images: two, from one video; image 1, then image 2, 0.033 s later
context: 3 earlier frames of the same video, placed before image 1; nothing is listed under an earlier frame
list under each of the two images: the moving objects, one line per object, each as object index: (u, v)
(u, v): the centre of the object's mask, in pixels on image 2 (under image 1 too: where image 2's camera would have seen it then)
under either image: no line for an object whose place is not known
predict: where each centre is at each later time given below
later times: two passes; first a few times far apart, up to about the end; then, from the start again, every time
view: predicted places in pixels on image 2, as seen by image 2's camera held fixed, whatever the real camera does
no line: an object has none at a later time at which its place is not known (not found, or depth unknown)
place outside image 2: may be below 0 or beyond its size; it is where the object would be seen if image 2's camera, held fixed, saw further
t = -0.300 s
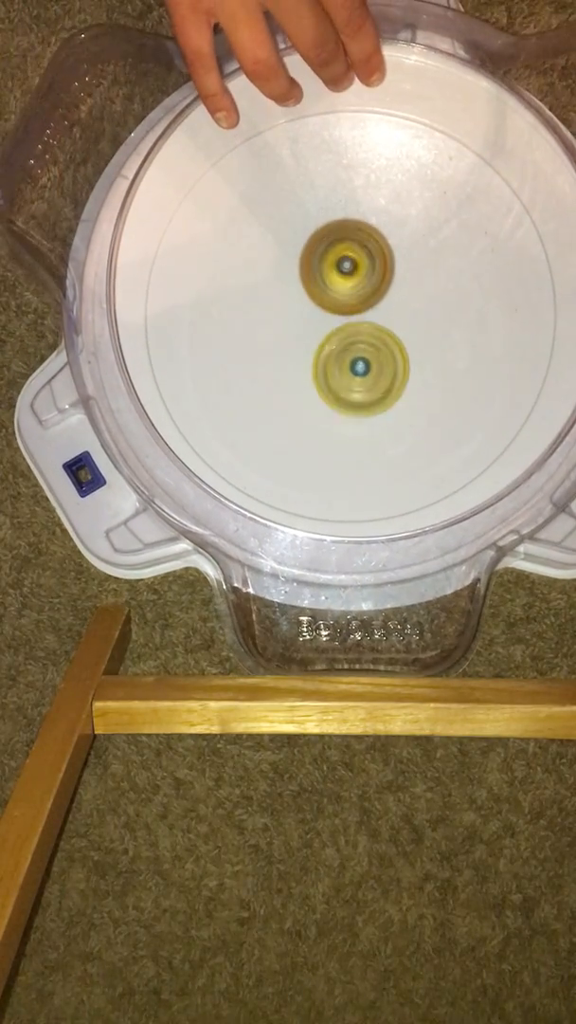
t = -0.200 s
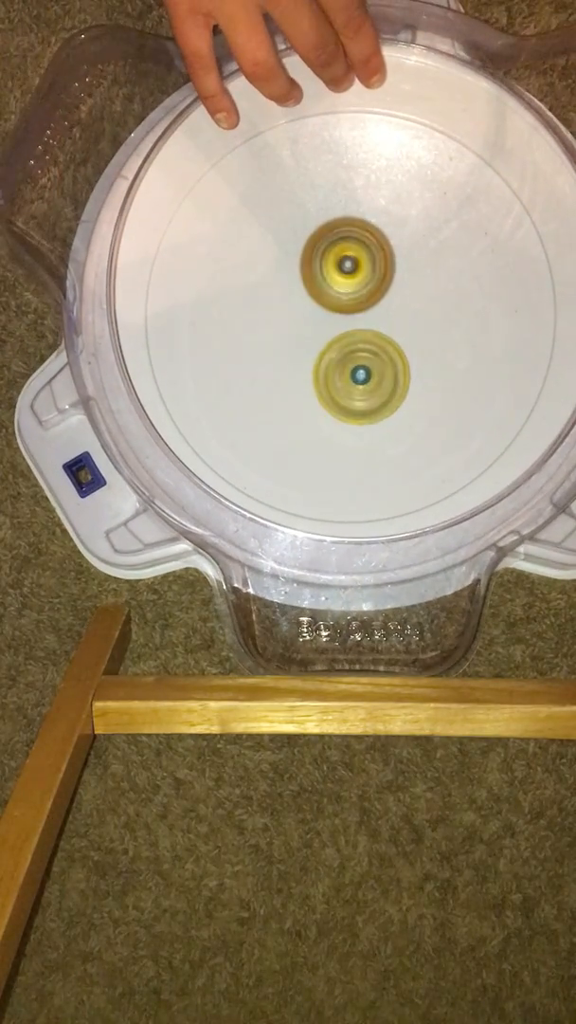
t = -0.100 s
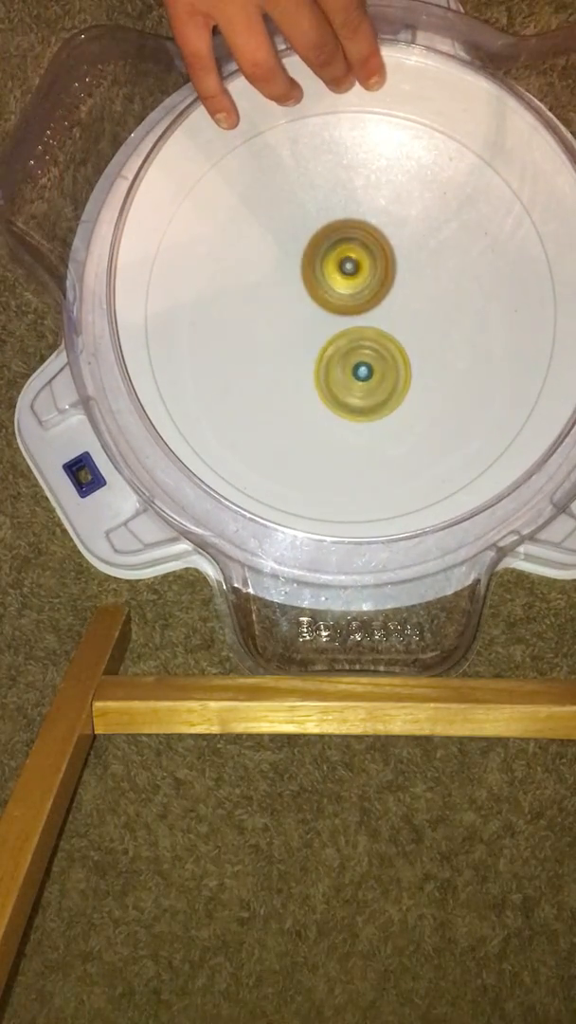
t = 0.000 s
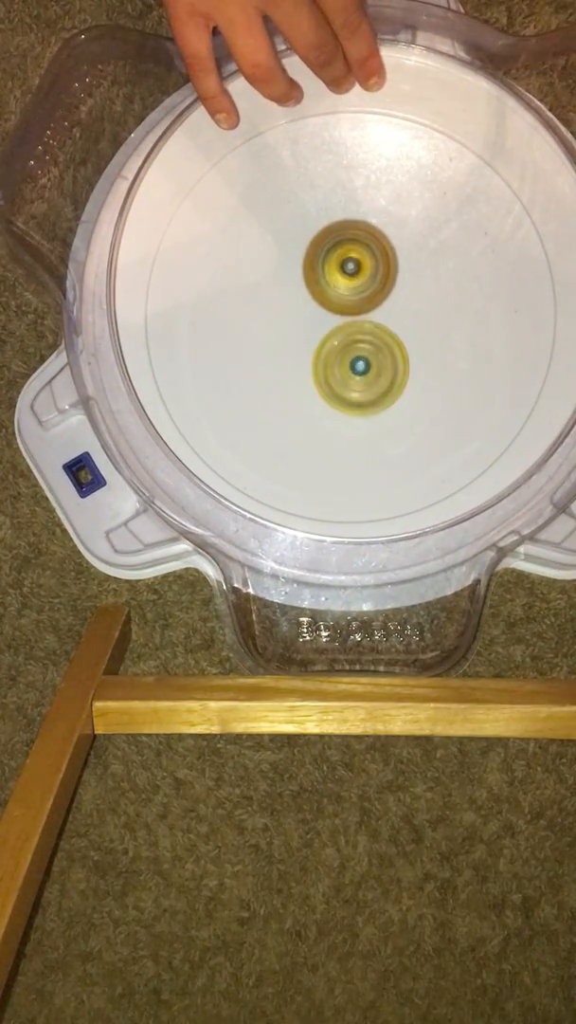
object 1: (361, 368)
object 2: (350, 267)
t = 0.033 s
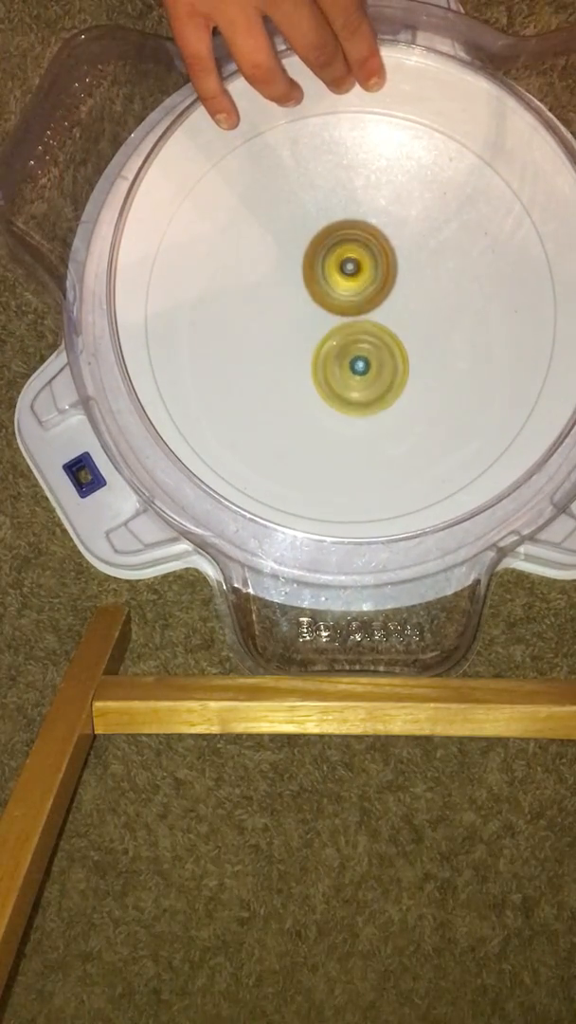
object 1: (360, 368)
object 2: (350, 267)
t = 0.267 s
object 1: (367, 379)
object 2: (348, 264)
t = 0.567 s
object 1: (372, 363)
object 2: (346, 263)
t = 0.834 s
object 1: (374, 363)
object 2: (341, 261)
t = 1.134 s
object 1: (372, 361)
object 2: (339, 267)
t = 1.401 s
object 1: (373, 367)
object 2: (338, 268)
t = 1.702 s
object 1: (368, 360)
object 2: (336, 266)
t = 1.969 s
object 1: (363, 358)
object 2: (334, 259)
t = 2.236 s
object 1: (358, 354)
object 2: (333, 257)
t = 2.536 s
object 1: (363, 361)
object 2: (335, 257)
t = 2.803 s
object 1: (368, 361)
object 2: (339, 257)
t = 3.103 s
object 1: (375, 356)
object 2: (341, 255)
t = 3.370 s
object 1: (382, 355)
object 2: (344, 261)
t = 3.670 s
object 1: (373, 355)
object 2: (341, 262)
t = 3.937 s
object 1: (366, 364)
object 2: (337, 263)
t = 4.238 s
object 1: (362, 364)
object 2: (340, 268)
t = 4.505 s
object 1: (364, 365)
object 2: (343, 263)
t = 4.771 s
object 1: (363, 357)
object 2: (344, 258)
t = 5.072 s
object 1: (364, 365)
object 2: (341, 257)
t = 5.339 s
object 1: (360, 354)
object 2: (339, 258)
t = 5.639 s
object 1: (367, 370)
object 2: (341, 258)
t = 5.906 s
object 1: (364, 345)
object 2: (338, 254)
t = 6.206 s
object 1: (362, 329)
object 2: (342, 229)
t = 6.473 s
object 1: (356, 342)
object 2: (347, 233)
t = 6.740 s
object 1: (355, 348)
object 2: (364, 257)
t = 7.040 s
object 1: (346, 363)
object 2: (370, 256)
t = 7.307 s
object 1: (341, 350)
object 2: (377, 260)
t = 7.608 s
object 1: (334, 335)
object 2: (381, 246)
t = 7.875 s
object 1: (319, 345)
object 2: (379, 269)
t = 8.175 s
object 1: (306, 336)
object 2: (390, 295)
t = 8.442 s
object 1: (305, 322)
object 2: (405, 308)
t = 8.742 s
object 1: (305, 300)
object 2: (416, 314)
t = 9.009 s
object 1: (316, 305)
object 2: (417, 322)
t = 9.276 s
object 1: (319, 302)
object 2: (408, 324)
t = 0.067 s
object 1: (360, 366)
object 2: (350, 268)
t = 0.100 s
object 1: (360, 366)
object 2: (349, 268)
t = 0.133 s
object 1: (361, 369)
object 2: (348, 266)
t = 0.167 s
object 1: (362, 373)
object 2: (347, 265)
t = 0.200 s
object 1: (363, 376)
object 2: (348, 265)
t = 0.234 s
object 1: (365, 378)
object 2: (348, 264)
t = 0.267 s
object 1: (367, 379)
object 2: (348, 264)
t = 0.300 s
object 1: (368, 378)
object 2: (348, 264)
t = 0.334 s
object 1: (370, 376)
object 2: (348, 264)
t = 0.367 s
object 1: (370, 373)
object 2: (348, 265)
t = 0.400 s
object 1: (370, 370)
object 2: (348, 266)
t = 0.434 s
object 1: (369, 366)
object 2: (349, 267)
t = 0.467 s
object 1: (370, 364)
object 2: (348, 266)
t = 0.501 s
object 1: (371, 367)
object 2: (346, 263)
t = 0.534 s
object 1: (372, 365)
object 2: (345, 263)
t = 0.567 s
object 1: (372, 363)
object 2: (346, 263)
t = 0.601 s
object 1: (371, 361)
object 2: (346, 264)
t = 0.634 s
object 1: (371, 360)
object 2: (346, 264)
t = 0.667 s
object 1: (372, 362)
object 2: (344, 262)
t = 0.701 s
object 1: (374, 362)
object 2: (344, 263)
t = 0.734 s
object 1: (375, 361)
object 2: (344, 263)
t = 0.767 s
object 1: (374, 359)
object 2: (344, 264)
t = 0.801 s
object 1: (374, 359)
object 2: (343, 264)
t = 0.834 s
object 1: (374, 363)
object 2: (341, 261)
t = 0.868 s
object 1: (376, 365)
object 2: (341, 261)
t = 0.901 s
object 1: (376, 365)
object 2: (341, 262)
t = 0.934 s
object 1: (376, 365)
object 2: (341, 262)
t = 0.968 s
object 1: (375, 365)
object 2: (341, 264)
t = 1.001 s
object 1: (375, 365)
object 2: (341, 265)
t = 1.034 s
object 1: (375, 363)
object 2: (341, 266)
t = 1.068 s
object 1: (374, 360)
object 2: (342, 267)
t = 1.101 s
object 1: (373, 360)
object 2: (341, 267)
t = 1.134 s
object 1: (372, 361)
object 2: (339, 267)
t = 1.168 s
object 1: (372, 366)
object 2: (337, 264)
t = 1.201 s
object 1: (374, 369)
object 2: (337, 264)
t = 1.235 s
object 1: (375, 371)
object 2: (337, 264)
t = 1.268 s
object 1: (374, 372)
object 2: (337, 264)
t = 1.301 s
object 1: (374, 373)
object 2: (337, 265)
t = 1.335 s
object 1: (375, 373)
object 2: (337, 265)
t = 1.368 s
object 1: (374, 370)
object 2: (338, 266)
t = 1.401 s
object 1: (373, 367)
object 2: (338, 268)
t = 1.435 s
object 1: (371, 365)
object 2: (339, 269)
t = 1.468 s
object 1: (370, 363)
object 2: (339, 270)
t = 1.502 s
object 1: (370, 365)
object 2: (336, 266)
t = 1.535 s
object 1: (371, 364)
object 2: (335, 265)
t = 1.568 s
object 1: (370, 364)
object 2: (336, 267)
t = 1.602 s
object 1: (369, 364)
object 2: (336, 267)
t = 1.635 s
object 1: (369, 362)
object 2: (337, 267)
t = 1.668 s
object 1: (369, 360)
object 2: (337, 267)
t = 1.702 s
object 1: (368, 360)
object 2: (336, 266)
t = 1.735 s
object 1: (367, 361)
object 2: (336, 265)
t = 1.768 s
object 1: (367, 361)
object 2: (336, 264)
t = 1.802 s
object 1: (367, 359)
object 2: (336, 264)
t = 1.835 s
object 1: (366, 357)
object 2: (336, 264)
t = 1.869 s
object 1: (364, 357)
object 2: (336, 263)
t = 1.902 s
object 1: (364, 359)
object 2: (334, 260)
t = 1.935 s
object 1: (364, 359)
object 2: (334, 260)
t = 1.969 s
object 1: (363, 358)
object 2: (334, 259)
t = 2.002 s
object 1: (362, 358)
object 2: (334, 259)
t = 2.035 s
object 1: (362, 357)
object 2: (334, 259)
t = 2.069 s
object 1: (361, 354)
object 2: (335, 259)
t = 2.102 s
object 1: (359, 354)
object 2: (334, 258)
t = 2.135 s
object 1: (359, 356)
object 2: (332, 256)
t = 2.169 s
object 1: (359, 356)
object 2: (333, 256)
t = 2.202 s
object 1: (359, 356)
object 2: (333, 256)
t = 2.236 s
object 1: (358, 354)
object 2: (333, 257)
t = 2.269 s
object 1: (357, 354)
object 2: (333, 257)
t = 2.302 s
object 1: (357, 353)
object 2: (333, 256)
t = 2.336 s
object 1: (356, 353)
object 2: (333, 257)
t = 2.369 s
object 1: (357, 357)
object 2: (332, 254)
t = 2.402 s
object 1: (358, 360)
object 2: (331, 255)
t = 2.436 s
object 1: (359, 361)
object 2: (333, 255)
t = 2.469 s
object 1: (360, 361)
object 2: (334, 255)
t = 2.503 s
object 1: (361, 362)
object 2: (334, 256)
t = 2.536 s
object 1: (363, 361)
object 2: (335, 257)
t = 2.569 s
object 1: (362, 358)
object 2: (337, 258)
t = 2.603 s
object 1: (362, 356)
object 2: (338, 260)
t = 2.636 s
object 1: (363, 354)
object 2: (338, 260)
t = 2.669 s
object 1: (363, 353)
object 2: (338, 259)
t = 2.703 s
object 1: (363, 355)
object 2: (337, 258)
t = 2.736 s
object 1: (365, 358)
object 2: (335, 257)
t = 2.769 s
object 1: (367, 360)
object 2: (337, 257)
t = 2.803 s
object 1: (368, 361)
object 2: (339, 257)
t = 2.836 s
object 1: (370, 362)
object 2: (339, 256)
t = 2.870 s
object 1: (372, 361)
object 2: (340, 256)
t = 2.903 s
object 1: (373, 359)
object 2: (341, 257)
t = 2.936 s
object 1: (372, 357)
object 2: (342, 257)
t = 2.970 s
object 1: (374, 355)
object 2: (343, 258)
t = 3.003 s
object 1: (373, 351)
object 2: (344, 258)
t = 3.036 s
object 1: (373, 352)
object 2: (342, 257)
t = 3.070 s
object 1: (374, 352)
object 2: (342, 257)
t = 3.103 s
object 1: (375, 356)
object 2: (341, 255)
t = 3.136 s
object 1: (377, 358)
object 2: (341, 256)
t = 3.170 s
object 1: (379, 361)
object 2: (341, 256)
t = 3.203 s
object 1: (382, 361)
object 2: (342, 256)
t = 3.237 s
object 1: (382, 361)
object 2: (342, 257)
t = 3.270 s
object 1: (383, 361)
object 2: (342, 258)
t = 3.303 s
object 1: (384, 359)
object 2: (343, 258)
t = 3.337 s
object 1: (383, 356)
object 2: (344, 260)
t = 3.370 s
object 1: (382, 355)
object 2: (344, 261)
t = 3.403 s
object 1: (382, 353)
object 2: (343, 260)
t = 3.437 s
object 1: (380, 351)
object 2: (343, 262)
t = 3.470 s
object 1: (379, 353)
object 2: (342, 262)
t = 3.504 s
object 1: (379, 354)
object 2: (341, 260)
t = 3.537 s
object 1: (378, 355)
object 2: (340, 261)
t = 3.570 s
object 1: (378, 357)
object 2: (341, 262)
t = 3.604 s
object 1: (377, 356)
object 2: (342, 261)
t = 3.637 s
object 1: (374, 355)
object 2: (342, 262)
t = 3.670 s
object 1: (373, 355)
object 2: (341, 262)
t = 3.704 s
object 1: (373, 356)
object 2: (340, 261)
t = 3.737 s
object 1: (371, 357)
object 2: (338, 263)
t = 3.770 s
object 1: (370, 359)
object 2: (340, 264)
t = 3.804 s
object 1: (369, 359)
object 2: (340, 263)
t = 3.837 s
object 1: (368, 360)
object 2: (338, 264)
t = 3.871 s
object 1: (368, 361)
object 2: (339, 265)
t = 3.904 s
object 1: (367, 362)
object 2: (339, 264)
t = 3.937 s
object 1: (366, 364)
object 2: (337, 263)
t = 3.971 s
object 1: (367, 366)
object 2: (338, 265)
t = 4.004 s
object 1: (366, 366)
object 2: (339, 266)
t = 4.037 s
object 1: (365, 367)
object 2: (339, 266)
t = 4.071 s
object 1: (364, 365)
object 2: (340, 267)
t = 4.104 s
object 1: (362, 363)
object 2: (340, 268)
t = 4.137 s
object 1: (363, 366)
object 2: (339, 266)
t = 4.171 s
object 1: (363, 365)
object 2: (338, 266)
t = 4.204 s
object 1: (362, 365)
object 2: (339, 268)
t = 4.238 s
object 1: (362, 364)
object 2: (340, 268)
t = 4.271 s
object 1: (361, 364)
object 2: (341, 266)
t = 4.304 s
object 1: (361, 364)
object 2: (339, 267)
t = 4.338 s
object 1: (361, 363)
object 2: (341, 267)
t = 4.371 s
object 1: (361, 363)
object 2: (342, 266)
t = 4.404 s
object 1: (362, 365)
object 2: (340, 262)
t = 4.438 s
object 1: (362, 366)
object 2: (341, 264)
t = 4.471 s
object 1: (363, 366)
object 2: (342, 264)
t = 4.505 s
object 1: (364, 365)
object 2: (343, 263)
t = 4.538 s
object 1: (363, 363)
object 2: (344, 263)
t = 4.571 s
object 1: (363, 361)
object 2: (343, 263)
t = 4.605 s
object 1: (364, 362)
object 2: (343, 260)
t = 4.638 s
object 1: (363, 363)
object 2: (341, 257)
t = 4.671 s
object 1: (364, 363)
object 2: (341, 258)
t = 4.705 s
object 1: (364, 362)
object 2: (342, 259)
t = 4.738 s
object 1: (363, 361)
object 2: (343, 258)
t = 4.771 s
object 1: (363, 357)
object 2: (344, 258)
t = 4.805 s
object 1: (362, 355)
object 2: (343, 258)
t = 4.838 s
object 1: (362, 356)
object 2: (342, 255)
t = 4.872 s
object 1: (360, 354)
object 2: (340, 256)
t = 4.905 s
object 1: (361, 358)
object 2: (340, 255)
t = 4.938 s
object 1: (362, 361)
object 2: (339, 255)
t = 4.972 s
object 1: (361, 363)
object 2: (339, 256)
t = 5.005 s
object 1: (363, 364)
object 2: (341, 256)
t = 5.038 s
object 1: (363, 365)
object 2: (341, 257)
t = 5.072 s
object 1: (364, 365)
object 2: (341, 257)
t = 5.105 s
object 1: (364, 362)
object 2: (342, 259)
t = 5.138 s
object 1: (363, 361)
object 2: (343, 260)
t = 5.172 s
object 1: (364, 357)
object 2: (344, 261)
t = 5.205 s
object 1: (362, 355)
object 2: (343, 261)
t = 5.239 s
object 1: (362, 354)
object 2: (341, 258)
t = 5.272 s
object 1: (361, 353)
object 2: (339, 259)
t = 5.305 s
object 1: (360, 354)
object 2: (338, 258)
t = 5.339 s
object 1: (360, 354)
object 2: (339, 258)
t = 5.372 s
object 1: (359, 355)
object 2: (338, 258)
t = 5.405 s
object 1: (360, 359)
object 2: (339, 255)
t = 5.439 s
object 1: (360, 363)
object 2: (337, 254)
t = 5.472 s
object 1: (362, 367)
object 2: (337, 255)
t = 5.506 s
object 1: (362, 370)
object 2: (338, 256)
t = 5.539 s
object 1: (365, 373)
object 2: (340, 255)
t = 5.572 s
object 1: (365, 373)
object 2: (340, 255)
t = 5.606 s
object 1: (366, 373)
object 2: (340, 256)
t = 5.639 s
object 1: (367, 370)
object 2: (341, 258)
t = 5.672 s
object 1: (367, 368)
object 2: (342, 258)
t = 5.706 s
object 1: (367, 363)
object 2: (343, 259)
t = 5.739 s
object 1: (367, 361)
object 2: (343, 260)
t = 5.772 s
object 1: (366, 355)
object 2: (345, 262)
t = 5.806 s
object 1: (366, 354)
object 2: (344, 261)
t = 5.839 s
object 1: (365, 351)
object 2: (343, 259)
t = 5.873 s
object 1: (364, 347)
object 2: (341, 259)
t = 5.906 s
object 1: (364, 345)
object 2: (338, 254)
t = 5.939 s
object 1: (363, 347)
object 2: (335, 245)
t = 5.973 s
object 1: (365, 346)
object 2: (334, 236)
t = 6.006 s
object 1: (364, 344)
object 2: (335, 232)
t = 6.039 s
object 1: (365, 343)
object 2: (335, 228)
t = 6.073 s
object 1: (363, 341)
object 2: (336, 228)
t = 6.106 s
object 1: (365, 338)
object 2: (338, 227)
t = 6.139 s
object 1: (363, 336)
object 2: (339, 228)
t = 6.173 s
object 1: (364, 332)
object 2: (342, 228)
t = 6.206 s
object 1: (362, 329)
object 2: (342, 229)
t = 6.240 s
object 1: (361, 327)
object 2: (344, 228)
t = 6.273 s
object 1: (359, 327)
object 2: (343, 228)
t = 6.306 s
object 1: (359, 328)
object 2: (343, 227)
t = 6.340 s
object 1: (358, 329)
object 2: (342, 230)
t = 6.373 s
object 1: (359, 332)
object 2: (343, 231)
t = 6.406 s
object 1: (357, 336)
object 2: (344, 231)
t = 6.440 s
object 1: (358, 338)
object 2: (345, 232)
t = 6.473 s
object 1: (356, 342)
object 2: (347, 233)
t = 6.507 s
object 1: (358, 342)
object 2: (349, 234)
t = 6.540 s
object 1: (356, 345)
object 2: (351, 236)
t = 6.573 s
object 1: (356, 344)
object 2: (353, 241)
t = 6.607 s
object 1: (356, 346)
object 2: (356, 245)
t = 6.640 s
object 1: (355, 344)
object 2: (358, 252)
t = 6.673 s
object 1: (356, 347)
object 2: (362, 257)
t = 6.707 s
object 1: (355, 348)
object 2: (363, 258)
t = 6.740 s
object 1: (355, 348)
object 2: (364, 257)
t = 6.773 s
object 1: (353, 348)
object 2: (363, 258)
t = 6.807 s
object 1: (354, 349)
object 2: (365, 259)
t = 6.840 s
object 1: (352, 352)
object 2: (365, 257)
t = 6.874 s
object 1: (350, 355)
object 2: (367, 253)
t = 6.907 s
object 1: (350, 358)
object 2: (368, 250)
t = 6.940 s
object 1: (348, 360)
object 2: (368, 250)
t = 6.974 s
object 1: (348, 362)
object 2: (368, 251)
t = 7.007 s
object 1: (346, 364)
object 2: (368, 253)
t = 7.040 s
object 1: (346, 363)
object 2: (370, 256)
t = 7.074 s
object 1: (345, 364)
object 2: (373, 257)
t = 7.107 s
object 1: (344, 361)
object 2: (376, 258)
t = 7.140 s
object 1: (345, 360)
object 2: (378, 258)
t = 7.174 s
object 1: (343, 358)
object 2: (377, 258)
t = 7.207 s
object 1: (344, 353)
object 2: (377, 261)
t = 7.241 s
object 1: (344, 352)
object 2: (377, 263)
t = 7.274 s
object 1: (342, 351)
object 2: (377, 263)
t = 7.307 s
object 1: (341, 350)
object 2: (377, 260)
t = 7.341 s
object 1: (339, 345)
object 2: (373, 259)
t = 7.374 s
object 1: (339, 343)
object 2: (371, 257)
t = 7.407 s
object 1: (335, 345)
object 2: (373, 251)
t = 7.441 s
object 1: (332, 342)
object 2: (376, 246)
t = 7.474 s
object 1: (334, 341)
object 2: (379, 243)
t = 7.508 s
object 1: (334, 342)
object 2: (381, 241)
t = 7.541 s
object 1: (331, 340)
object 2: (380, 241)
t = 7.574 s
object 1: (333, 336)
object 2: (381, 244)
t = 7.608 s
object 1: (334, 335)
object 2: (381, 246)
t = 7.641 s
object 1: (331, 335)
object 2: (382, 250)
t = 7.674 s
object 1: (326, 337)
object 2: (385, 250)
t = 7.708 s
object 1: (324, 338)
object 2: (387, 251)
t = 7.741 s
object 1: (324, 340)
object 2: (388, 251)
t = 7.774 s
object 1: (322, 343)
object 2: (386, 254)
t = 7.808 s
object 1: (319, 343)
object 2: (385, 258)
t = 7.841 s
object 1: (320, 343)
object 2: (383, 262)
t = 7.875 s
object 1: (319, 345)
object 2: (379, 269)
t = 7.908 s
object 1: (316, 344)
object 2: (379, 273)
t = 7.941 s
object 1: (316, 341)
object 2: (379, 276)
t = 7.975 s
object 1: (316, 342)
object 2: (381, 277)
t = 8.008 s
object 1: (312, 342)
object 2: (383, 280)
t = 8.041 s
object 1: (312, 340)
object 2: (385, 283)
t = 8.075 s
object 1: (312, 339)
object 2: (387, 285)
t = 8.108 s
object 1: (309, 339)
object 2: (388, 288)
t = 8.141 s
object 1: (306, 338)
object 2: (389, 292)
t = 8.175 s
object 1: (306, 336)
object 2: (390, 295)
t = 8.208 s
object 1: (307, 336)
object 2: (392, 297)
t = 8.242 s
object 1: (306, 336)
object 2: (393, 300)
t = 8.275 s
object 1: (305, 333)
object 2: (395, 303)
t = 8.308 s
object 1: (307, 330)
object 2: (396, 305)
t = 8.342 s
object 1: (308, 330)
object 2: (397, 306)
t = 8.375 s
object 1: (308, 329)
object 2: (399, 307)
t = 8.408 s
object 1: (307, 325)
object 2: (401, 307)
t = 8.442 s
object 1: (305, 322)
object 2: (405, 308)
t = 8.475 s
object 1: (306, 319)
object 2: (409, 308)
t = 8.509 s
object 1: (308, 319)
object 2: (411, 309)
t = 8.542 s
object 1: (309, 320)
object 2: (411, 308)
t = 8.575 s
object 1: (309, 320)
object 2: (410, 308)
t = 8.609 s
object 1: (310, 318)
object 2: (408, 308)
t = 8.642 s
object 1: (313, 315)
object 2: (406, 310)
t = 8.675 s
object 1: (307, 311)
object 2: (409, 312)
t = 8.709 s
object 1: (303, 305)
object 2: (414, 313)
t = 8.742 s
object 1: (305, 300)
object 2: (416, 314)
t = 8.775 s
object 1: (308, 298)
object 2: (419, 315)
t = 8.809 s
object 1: (311, 299)
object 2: (419, 317)
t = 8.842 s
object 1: (311, 300)
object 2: (418, 317)
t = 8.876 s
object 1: (312, 302)
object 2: (418, 318)
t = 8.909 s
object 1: (312, 303)
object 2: (418, 320)
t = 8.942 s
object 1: (313, 303)
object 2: (416, 320)
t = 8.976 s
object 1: (314, 304)
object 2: (416, 321)
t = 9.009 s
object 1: (316, 305)
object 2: (417, 322)
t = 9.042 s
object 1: (319, 306)
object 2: (417, 322)
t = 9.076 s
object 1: (323, 307)
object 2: (417, 322)
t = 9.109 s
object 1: (322, 308)
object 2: (418, 321)
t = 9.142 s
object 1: (319, 307)
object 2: (419, 322)
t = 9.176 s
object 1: (319, 306)
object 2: (417, 321)
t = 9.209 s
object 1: (320, 304)
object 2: (414, 322)
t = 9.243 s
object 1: (319, 303)
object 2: (410, 323)
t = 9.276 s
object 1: (319, 302)
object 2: (408, 324)
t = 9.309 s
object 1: (318, 301)
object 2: (407, 323)
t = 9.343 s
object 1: (314, 302)
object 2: (408, 322)
